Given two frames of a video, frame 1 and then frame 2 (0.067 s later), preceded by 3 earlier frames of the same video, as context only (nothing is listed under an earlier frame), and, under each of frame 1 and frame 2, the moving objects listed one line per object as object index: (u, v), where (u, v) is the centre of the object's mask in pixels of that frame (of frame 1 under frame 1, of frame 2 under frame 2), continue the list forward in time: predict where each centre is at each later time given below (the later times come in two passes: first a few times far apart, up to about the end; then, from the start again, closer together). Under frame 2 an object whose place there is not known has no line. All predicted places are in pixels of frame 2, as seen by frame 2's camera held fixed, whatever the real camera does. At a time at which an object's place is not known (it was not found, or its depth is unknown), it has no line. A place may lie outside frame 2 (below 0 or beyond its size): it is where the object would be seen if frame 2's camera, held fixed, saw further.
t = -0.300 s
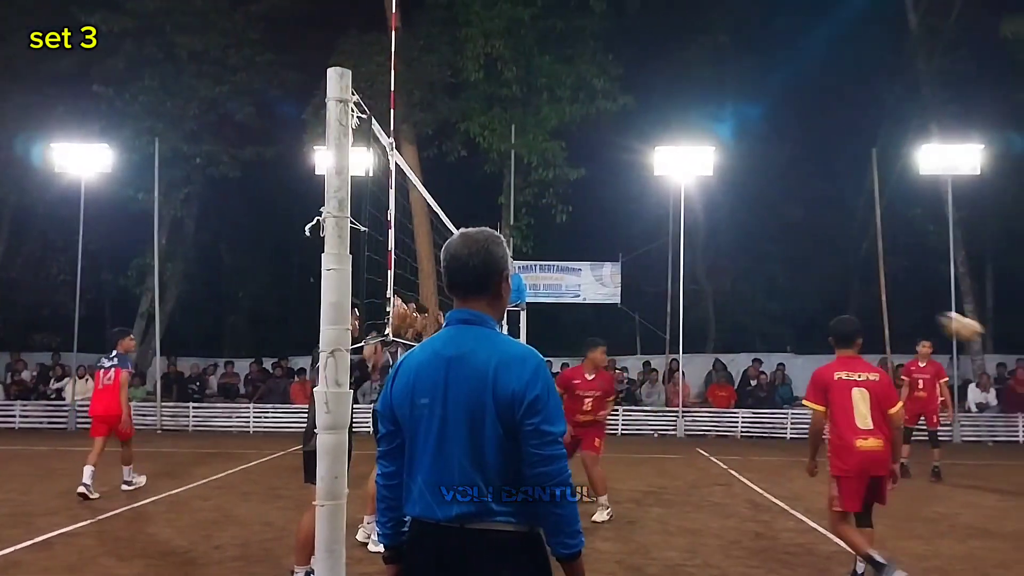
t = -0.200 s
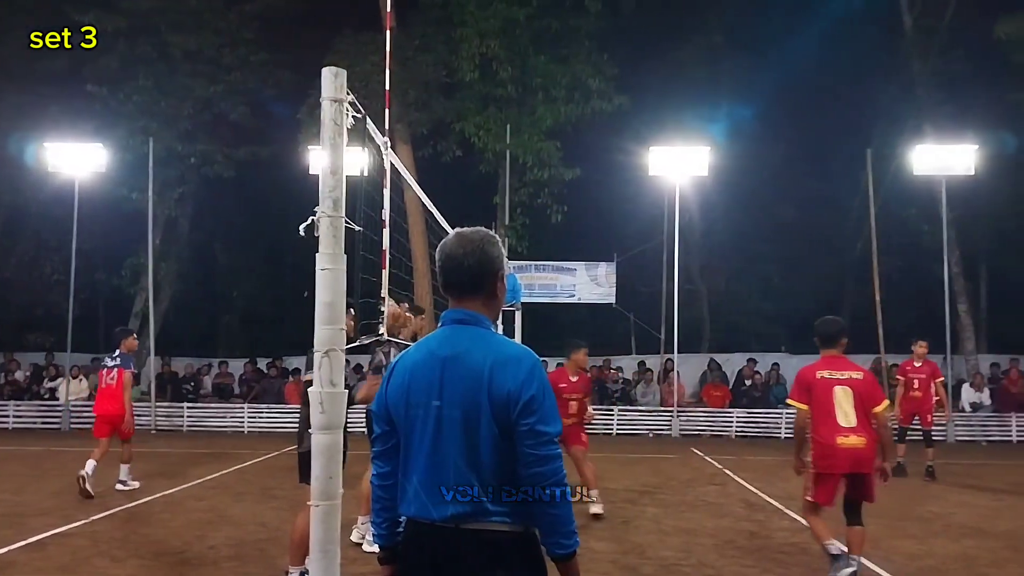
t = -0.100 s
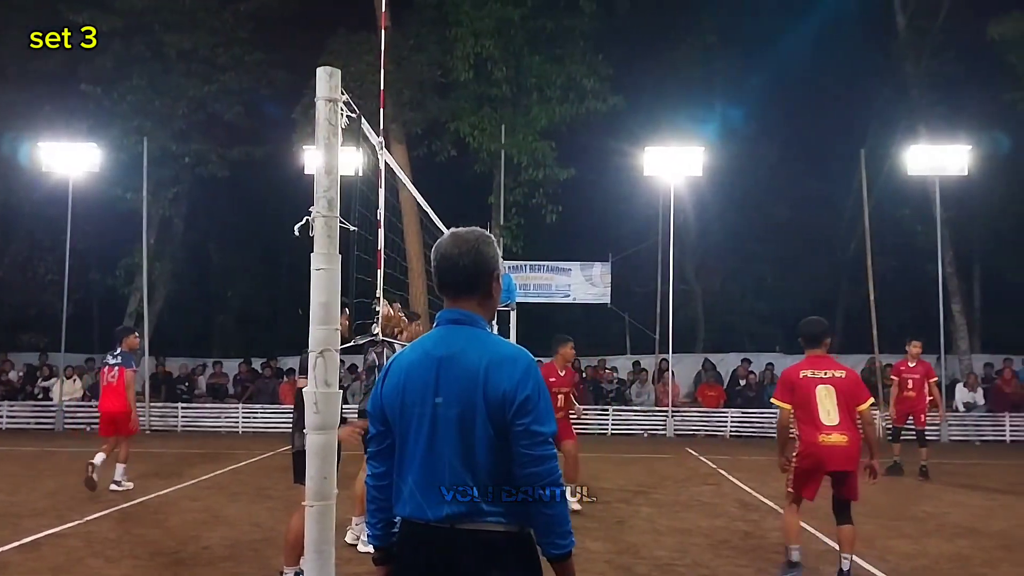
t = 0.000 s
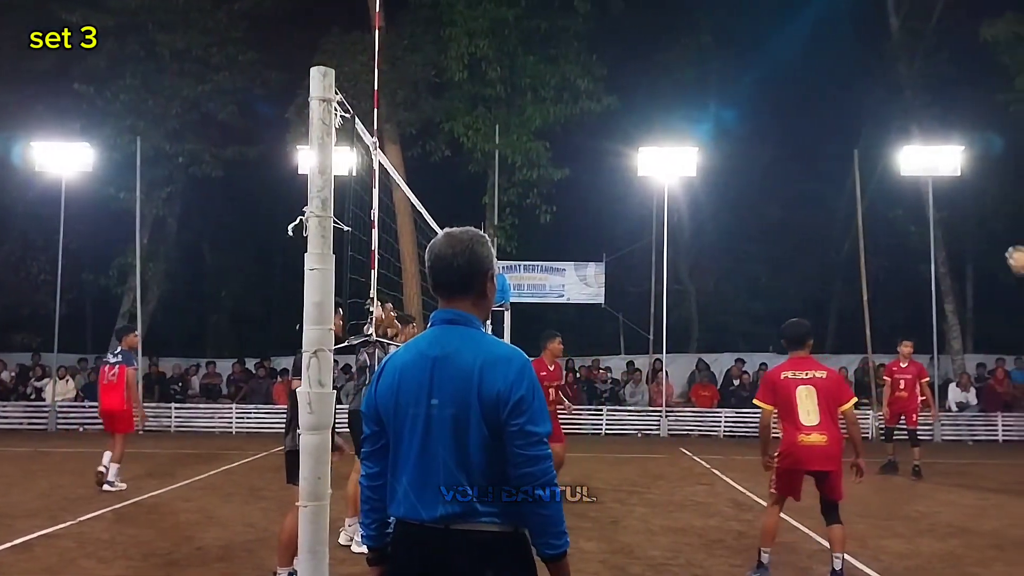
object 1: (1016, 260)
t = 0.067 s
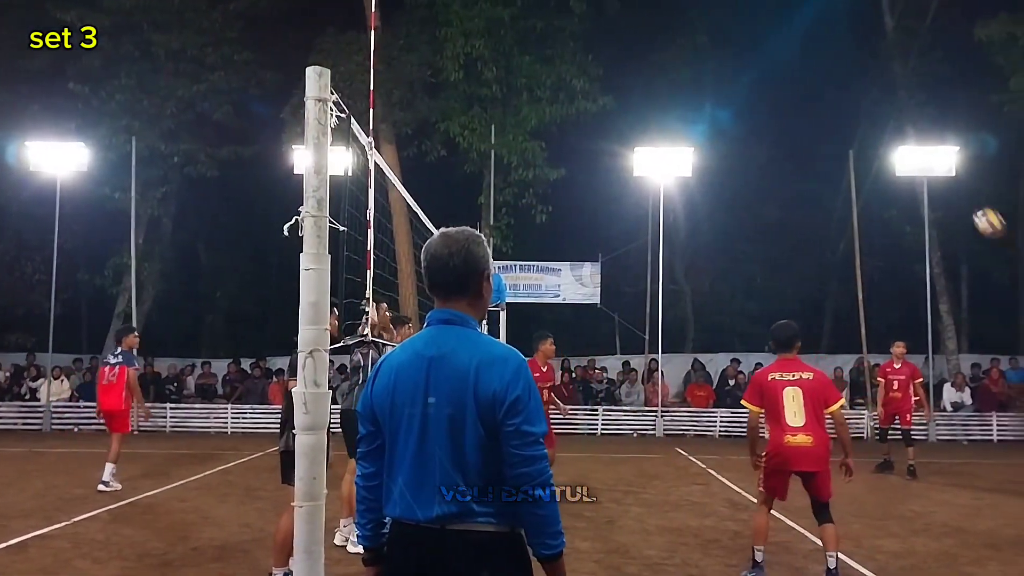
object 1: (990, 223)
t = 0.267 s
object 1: (910, 131)
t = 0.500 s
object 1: (820, 80)
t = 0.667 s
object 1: (754, 79)
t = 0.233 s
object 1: (922, 139)
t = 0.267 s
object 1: (910, 131)
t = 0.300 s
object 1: (897, 120)
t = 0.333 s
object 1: (884, 110)
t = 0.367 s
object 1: (871, 102)
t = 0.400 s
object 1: (858, 94)
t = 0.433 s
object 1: (845, 88)
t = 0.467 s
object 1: (832, 83)
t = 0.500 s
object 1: (820, 80)
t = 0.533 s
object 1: (806, 77)
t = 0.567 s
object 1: (793, 75)
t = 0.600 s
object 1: (781, 75)
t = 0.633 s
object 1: (767, 76)
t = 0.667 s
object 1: (754, 79)
